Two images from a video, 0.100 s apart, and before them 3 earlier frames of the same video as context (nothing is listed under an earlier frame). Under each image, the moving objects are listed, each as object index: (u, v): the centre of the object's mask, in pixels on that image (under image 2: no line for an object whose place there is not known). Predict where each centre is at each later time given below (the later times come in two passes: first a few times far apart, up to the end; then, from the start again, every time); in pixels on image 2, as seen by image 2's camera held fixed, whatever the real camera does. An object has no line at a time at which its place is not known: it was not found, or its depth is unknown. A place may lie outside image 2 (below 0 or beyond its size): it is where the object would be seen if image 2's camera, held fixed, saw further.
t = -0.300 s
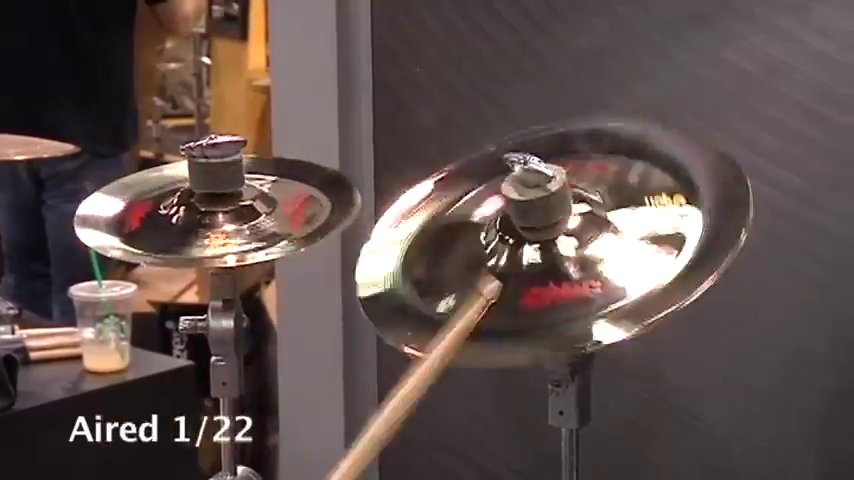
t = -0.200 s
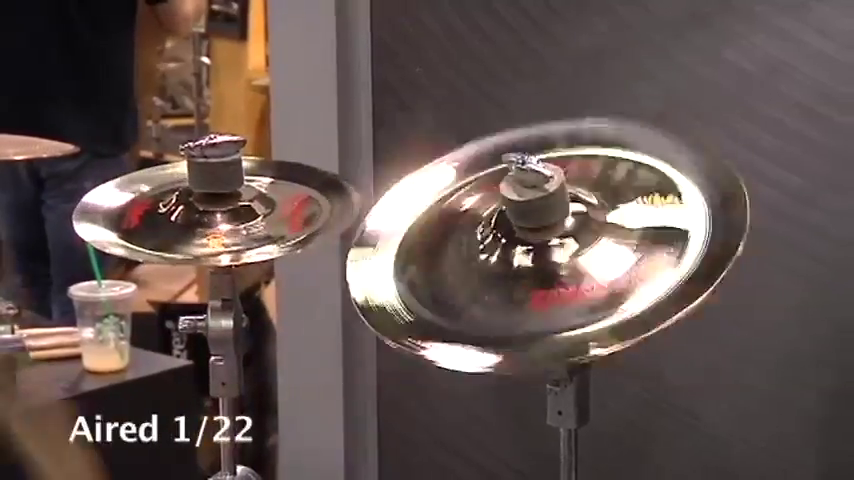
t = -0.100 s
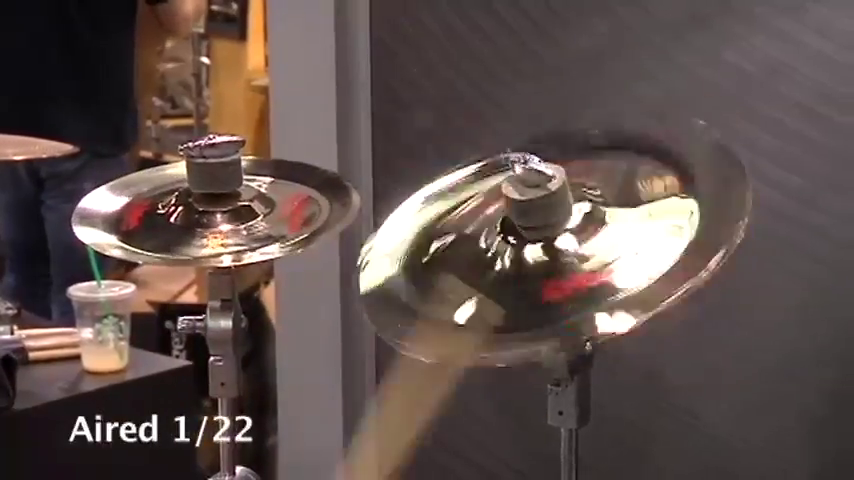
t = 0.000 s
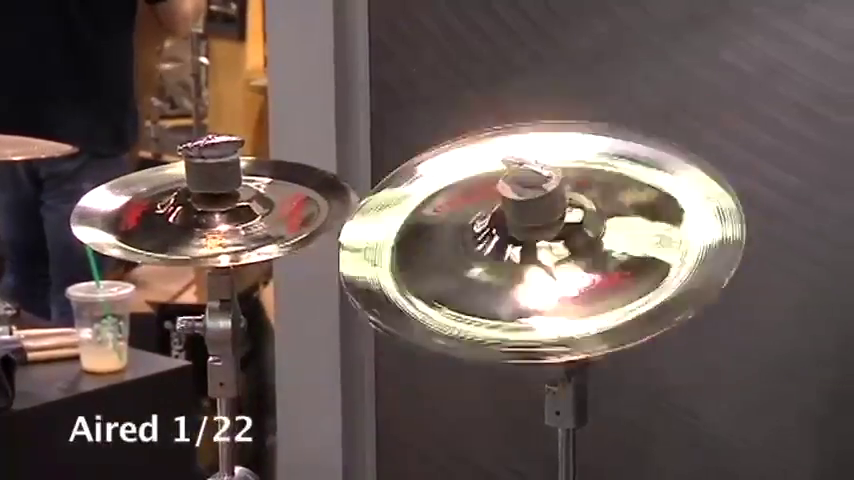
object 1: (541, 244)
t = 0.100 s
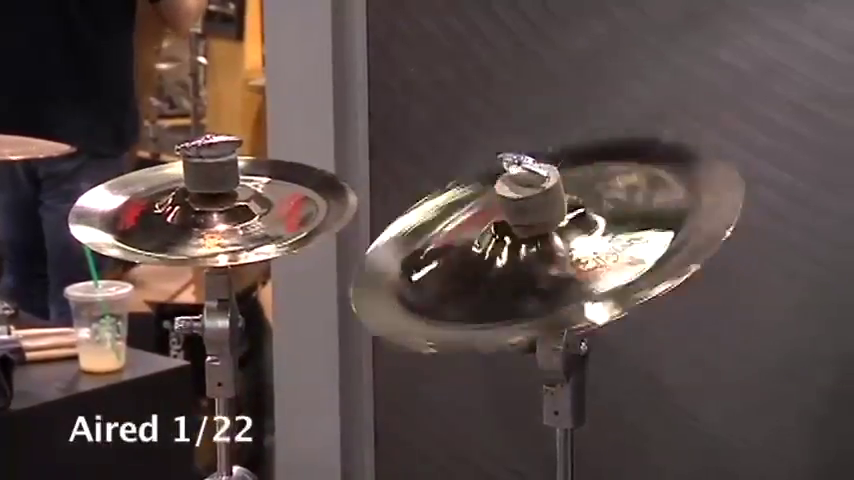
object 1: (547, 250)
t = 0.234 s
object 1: (541, 244)
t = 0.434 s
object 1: (544, 244)
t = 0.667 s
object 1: (544, 248)
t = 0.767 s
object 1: (542, 244)
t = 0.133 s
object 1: (549, 244)
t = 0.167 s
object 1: (546, 241)
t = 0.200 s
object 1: (544, 244)
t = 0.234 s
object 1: (541, 244)
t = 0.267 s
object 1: (541, 245)
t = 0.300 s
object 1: (543, 248)
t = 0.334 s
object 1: (545, 249)
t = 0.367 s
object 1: (545, 249)
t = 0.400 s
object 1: (547, 247)
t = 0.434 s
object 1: (544, 244)
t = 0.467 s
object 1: (542, 244)
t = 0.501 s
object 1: (541, 244)
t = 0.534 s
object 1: (540, 244)
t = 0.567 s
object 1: (542, 244)
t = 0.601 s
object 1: (541, 244)
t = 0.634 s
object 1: (544, 248)
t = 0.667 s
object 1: (544, 248)
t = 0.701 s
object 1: (543, 244)
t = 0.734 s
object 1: (542, 244)
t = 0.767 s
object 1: (542, 244)
